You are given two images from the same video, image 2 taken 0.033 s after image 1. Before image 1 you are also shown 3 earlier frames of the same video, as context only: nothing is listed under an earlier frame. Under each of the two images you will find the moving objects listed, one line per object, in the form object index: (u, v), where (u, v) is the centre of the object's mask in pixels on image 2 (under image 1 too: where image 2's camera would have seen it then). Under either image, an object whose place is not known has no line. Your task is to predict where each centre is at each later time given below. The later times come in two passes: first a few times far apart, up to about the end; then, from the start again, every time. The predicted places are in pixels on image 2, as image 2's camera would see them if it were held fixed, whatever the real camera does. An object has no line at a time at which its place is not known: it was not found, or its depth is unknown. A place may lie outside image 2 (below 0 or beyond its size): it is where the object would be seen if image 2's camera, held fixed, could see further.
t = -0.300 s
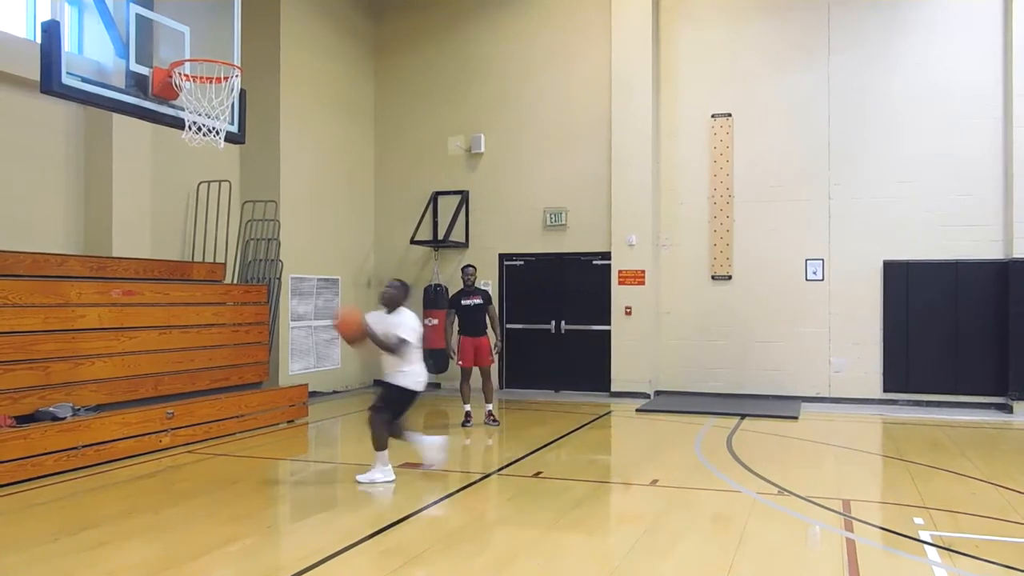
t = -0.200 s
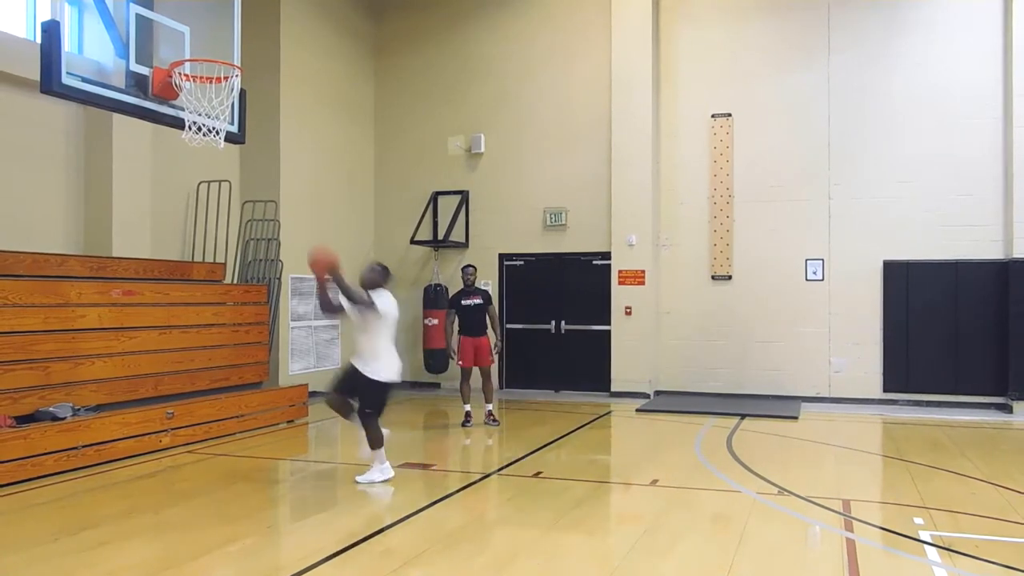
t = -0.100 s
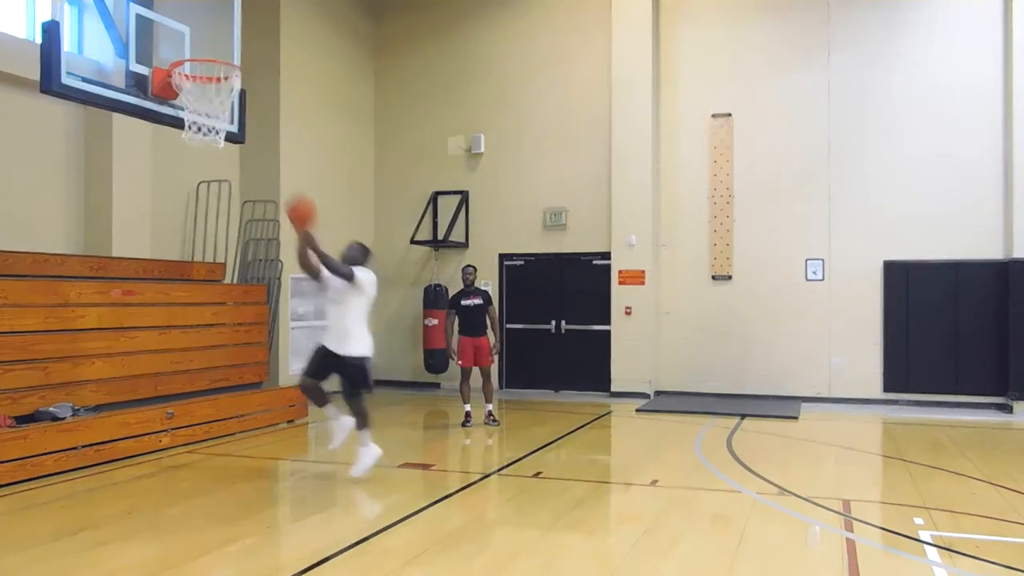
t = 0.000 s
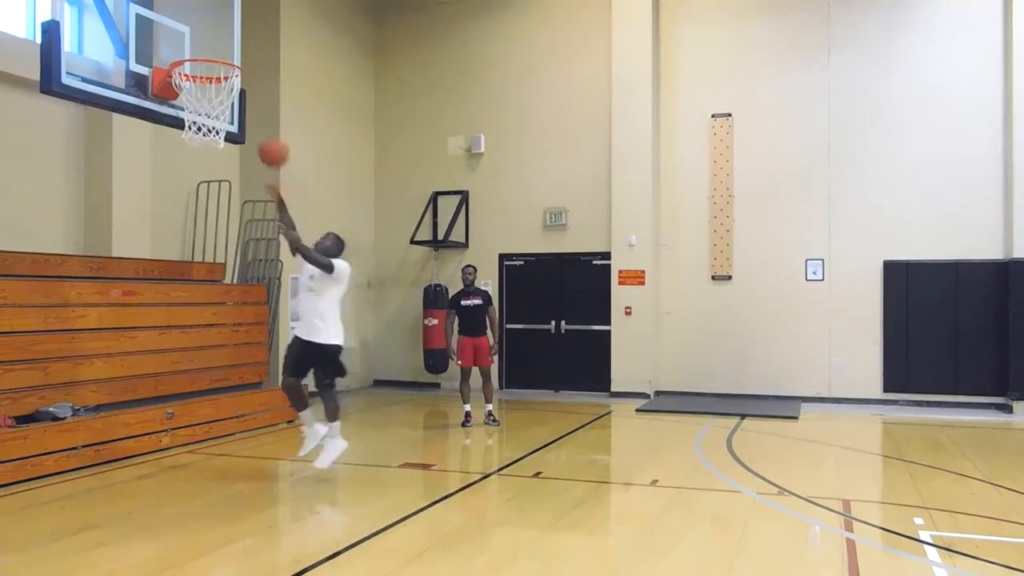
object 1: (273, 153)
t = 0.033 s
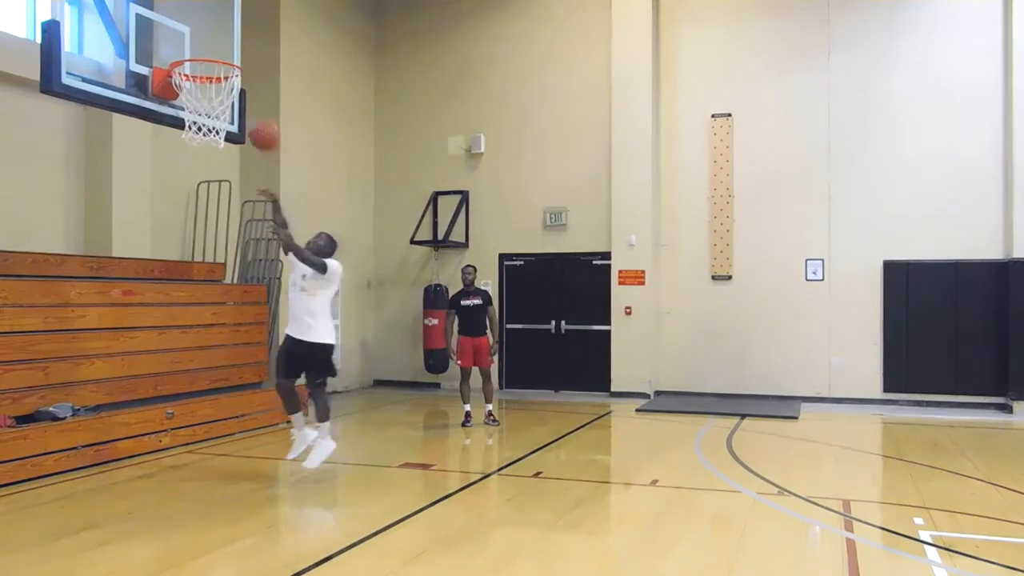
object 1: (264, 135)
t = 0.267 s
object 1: (205, 53)
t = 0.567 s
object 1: (205, 49)
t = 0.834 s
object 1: (222, 149)
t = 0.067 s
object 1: (254, 119)
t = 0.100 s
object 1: (247, 106)
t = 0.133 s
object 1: (244, 95)
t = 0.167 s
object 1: (223, 76)
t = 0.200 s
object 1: (216, 67)
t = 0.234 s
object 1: (206, 60)
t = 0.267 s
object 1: (205, 53)
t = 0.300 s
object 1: (205, 46)
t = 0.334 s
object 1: (205, 44)
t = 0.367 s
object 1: (205, 42)
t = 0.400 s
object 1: (205, 40)
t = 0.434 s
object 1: (205, 40)
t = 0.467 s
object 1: (205, 41)
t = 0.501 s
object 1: (205, 43)
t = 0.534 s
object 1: (205, 46)
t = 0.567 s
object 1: (205, 49)
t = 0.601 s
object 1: (204, 62)
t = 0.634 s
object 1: (207, 74)
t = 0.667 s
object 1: (211, 82)
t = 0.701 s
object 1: (214, 99)
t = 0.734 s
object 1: (217, 114)
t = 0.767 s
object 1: (220, 123)
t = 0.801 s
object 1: (219, 141)
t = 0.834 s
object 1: (222, 149)
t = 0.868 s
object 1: (223, 162)
